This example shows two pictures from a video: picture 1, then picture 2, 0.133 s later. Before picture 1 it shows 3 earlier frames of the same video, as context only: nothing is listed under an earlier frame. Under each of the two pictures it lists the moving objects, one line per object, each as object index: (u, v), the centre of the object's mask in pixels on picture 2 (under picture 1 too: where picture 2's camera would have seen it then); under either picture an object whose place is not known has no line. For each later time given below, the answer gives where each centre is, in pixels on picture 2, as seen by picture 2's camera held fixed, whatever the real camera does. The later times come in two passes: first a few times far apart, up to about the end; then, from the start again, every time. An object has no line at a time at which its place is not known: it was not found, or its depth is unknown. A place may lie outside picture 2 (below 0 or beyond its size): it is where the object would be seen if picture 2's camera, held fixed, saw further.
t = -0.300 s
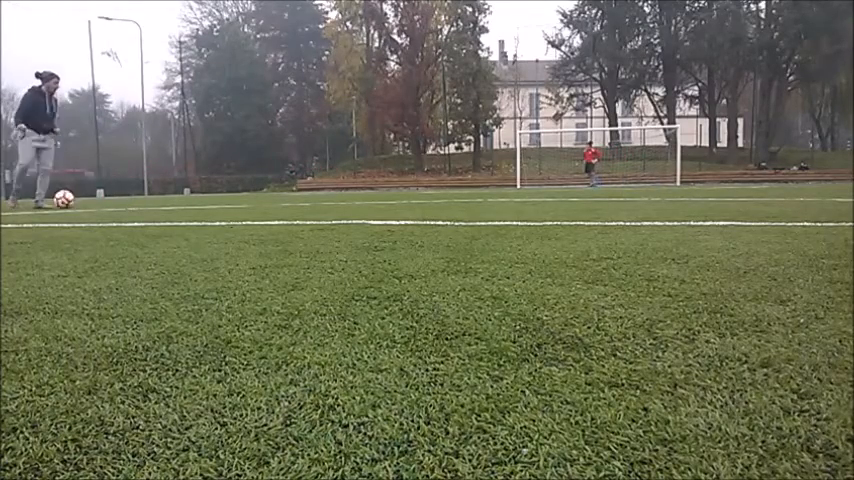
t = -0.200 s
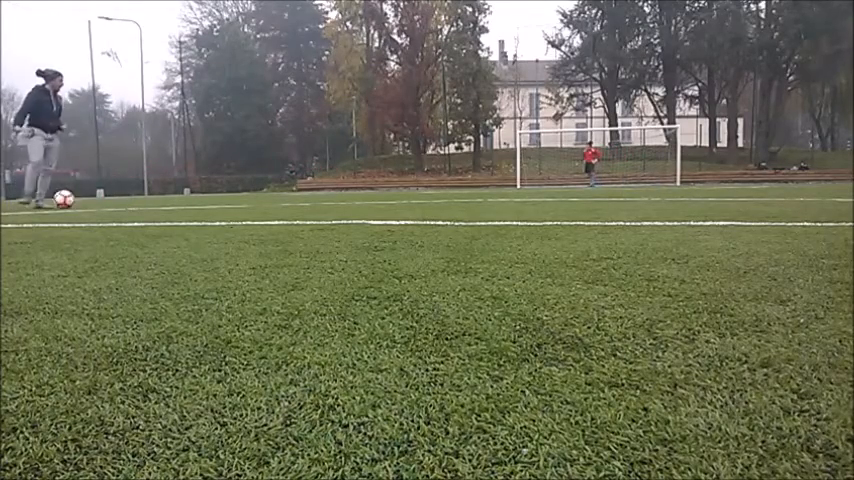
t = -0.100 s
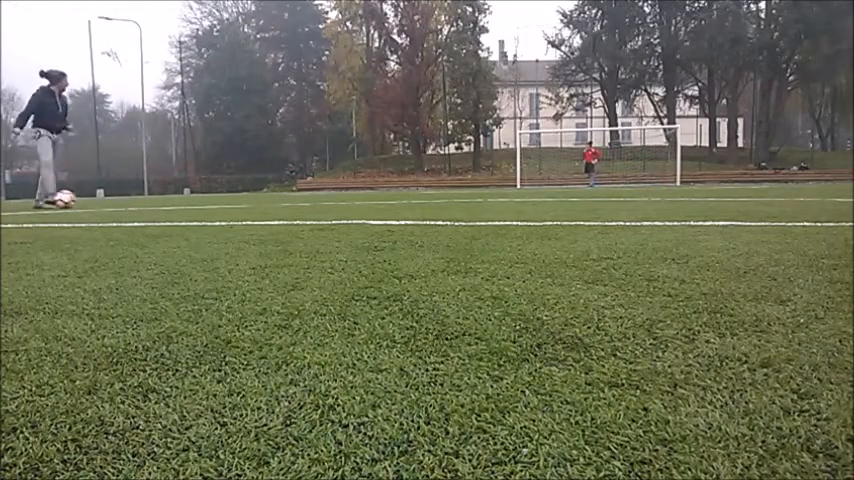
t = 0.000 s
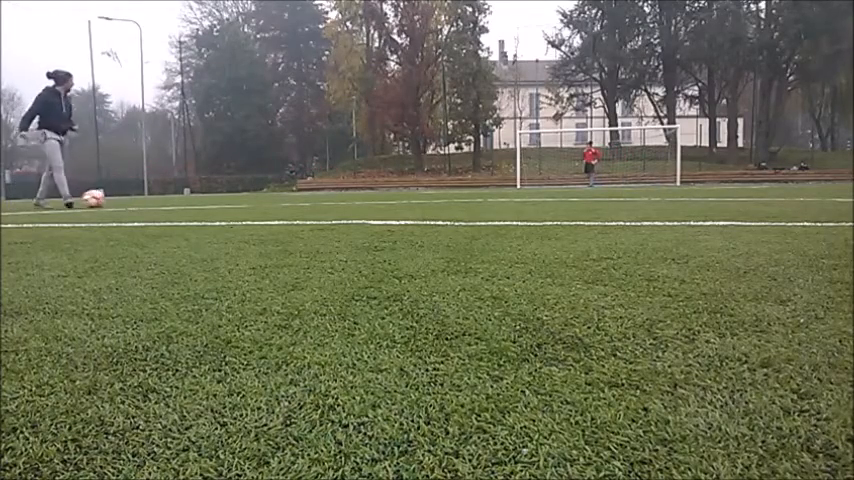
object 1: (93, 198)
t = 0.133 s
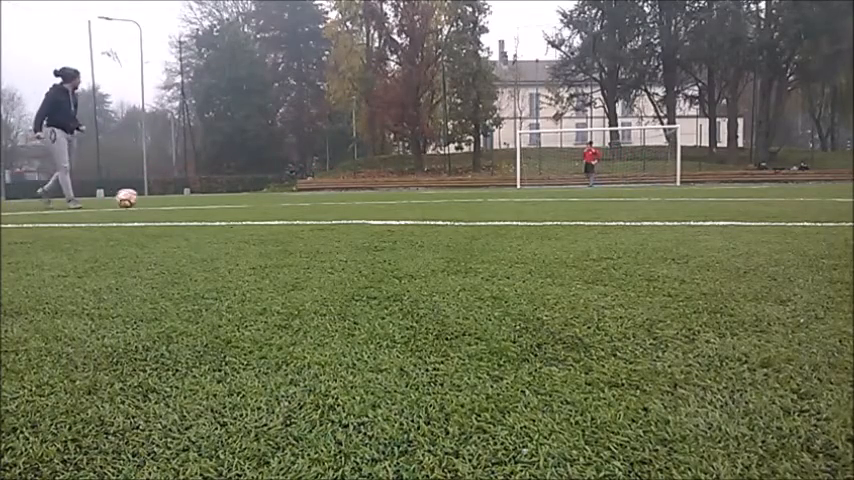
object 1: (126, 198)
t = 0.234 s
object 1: (146, 197)
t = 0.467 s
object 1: (190, 196)
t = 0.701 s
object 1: (233, 196)
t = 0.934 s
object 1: (273, 195)
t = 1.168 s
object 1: (312, 194)
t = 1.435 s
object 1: (354, 194)
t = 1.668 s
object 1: (389, 193)
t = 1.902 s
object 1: (424, 192)
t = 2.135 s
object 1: (456, 191)
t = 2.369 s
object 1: (487, 190)
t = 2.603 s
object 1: (515, 190)
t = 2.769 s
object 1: (536, 191)
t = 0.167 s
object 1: (133, 197)
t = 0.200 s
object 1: (140, 197)
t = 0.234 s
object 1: (146, 197)
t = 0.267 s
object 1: (153, 197)
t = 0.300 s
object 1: (159, 197)
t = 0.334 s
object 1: (165, 197)
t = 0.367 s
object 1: (171, 197)
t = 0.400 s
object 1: (178, 197)
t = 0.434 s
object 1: (184, 197)
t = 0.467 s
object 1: (190, 196)
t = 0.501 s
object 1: (197, 196)
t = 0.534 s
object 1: (202, 196)
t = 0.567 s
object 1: (208, 196)
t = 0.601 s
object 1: (215, 196)
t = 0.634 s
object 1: (220, 196)
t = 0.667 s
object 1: (227, 196)
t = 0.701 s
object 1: (233, 196)
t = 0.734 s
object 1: (239, 196)
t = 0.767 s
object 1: (244, 196)
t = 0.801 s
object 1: (250, 195)
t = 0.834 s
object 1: (256, 195)
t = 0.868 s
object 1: (262, 195)
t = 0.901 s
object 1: (267, 195)
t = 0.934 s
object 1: (273, 195)
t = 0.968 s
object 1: (279, 195)
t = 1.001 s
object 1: (285, 194)
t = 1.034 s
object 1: (290, 195)
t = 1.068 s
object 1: (296, 194)
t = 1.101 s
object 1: (301, 194)
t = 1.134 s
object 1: (306, 194)
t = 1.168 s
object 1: (312, 194)
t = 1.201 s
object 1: (317, 194)
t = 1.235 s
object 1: (323, 194)
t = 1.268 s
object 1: (328, 194)
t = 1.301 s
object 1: (333, 194)
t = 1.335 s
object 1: (339, 194)
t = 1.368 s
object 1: (344, 193)
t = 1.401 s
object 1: (349, 194)
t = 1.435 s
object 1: (354, 194)
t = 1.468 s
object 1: (359, 193)
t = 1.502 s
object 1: (364, 193)
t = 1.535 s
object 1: (370, 193)
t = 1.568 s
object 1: (374, 193)
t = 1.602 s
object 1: (379, 193)
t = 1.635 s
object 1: (385, 193)
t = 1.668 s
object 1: (389, 193)
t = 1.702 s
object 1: (395, 193)
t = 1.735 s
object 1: (399, 193)
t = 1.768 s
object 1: (405, 193)
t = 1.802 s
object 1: (409, 193)
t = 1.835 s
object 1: (414, 192)
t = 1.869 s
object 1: (419, 192)
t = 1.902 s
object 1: (424, 192)
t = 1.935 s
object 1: (429, 192)
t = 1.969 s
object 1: (434, 192)
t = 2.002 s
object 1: (438, 192)
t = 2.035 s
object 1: (443, 192)
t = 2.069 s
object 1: (447, 192)
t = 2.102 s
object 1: (451, 191)
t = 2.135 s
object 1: (456, 191)
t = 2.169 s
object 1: (460, 191)
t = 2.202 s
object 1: (465, 191)
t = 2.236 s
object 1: (470, 191)
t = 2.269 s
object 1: (474, 191)
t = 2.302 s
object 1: (478, 190)
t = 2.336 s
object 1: (483, 191)
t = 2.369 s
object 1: (487, 190)
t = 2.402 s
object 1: (491, 191)
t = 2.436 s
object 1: (495, 191)
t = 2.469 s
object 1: (499, 190)
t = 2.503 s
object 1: (503, 190)
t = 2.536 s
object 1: (507, 190)
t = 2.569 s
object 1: (511, 191)
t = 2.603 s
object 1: (515, 190)
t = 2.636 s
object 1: (520, 190)
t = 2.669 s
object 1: (524, 190)
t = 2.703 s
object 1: (529, 191)
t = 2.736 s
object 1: (532, 191)
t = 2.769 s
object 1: (536, 191)
